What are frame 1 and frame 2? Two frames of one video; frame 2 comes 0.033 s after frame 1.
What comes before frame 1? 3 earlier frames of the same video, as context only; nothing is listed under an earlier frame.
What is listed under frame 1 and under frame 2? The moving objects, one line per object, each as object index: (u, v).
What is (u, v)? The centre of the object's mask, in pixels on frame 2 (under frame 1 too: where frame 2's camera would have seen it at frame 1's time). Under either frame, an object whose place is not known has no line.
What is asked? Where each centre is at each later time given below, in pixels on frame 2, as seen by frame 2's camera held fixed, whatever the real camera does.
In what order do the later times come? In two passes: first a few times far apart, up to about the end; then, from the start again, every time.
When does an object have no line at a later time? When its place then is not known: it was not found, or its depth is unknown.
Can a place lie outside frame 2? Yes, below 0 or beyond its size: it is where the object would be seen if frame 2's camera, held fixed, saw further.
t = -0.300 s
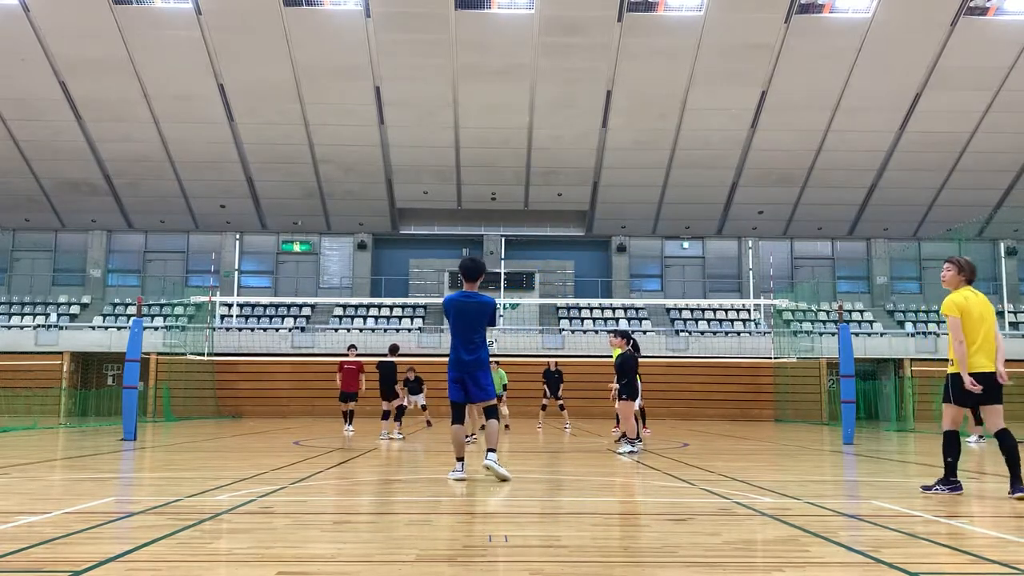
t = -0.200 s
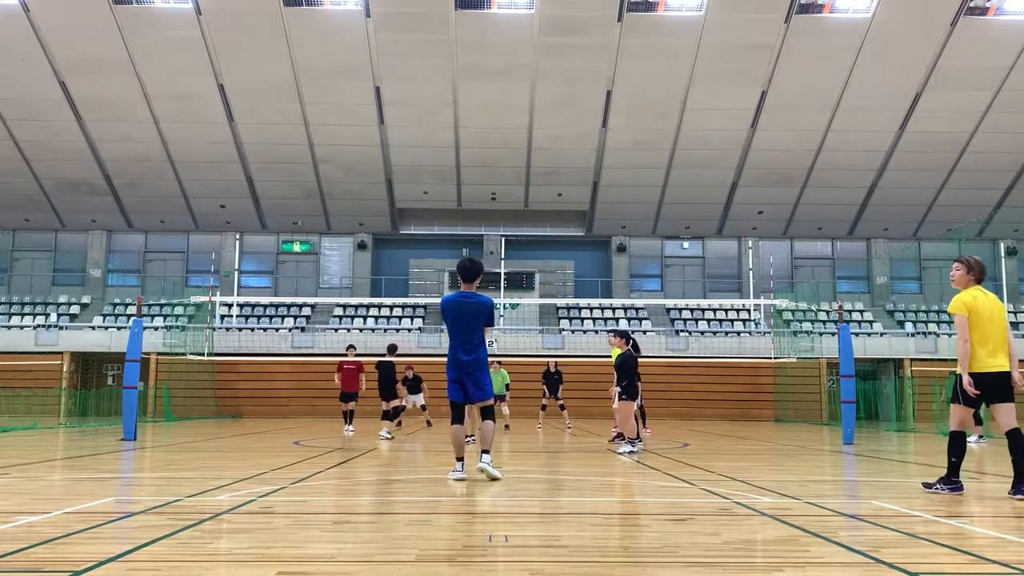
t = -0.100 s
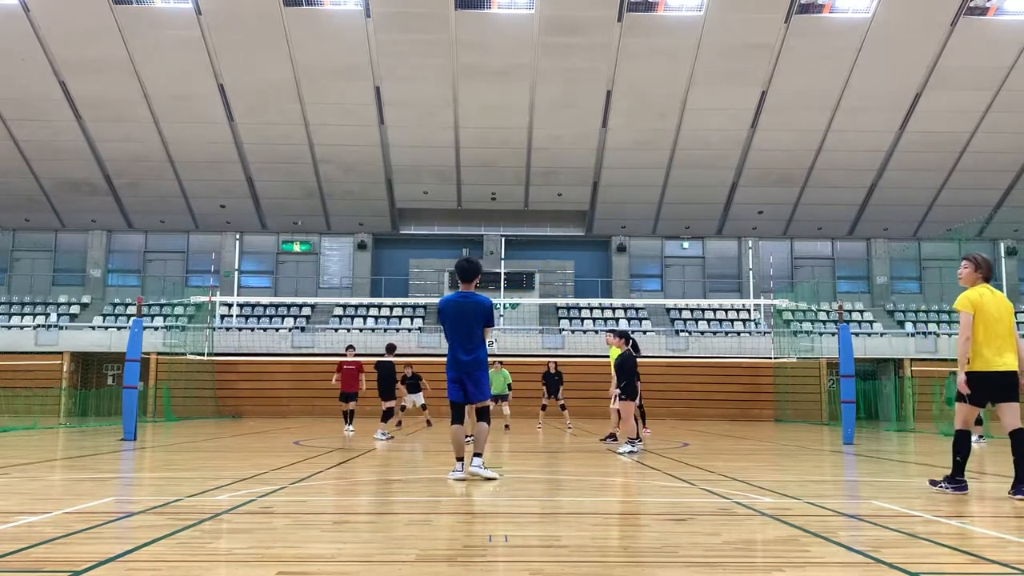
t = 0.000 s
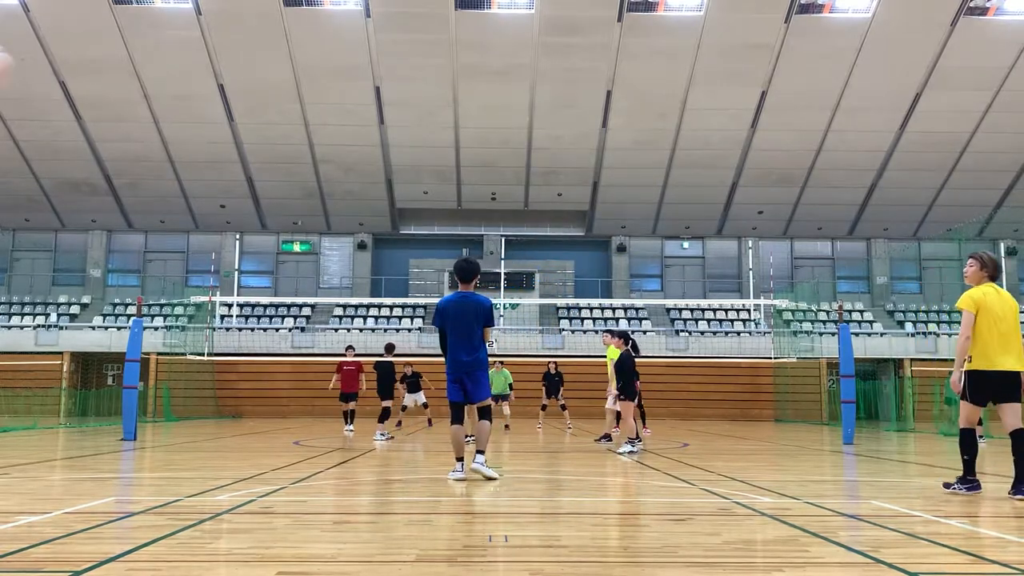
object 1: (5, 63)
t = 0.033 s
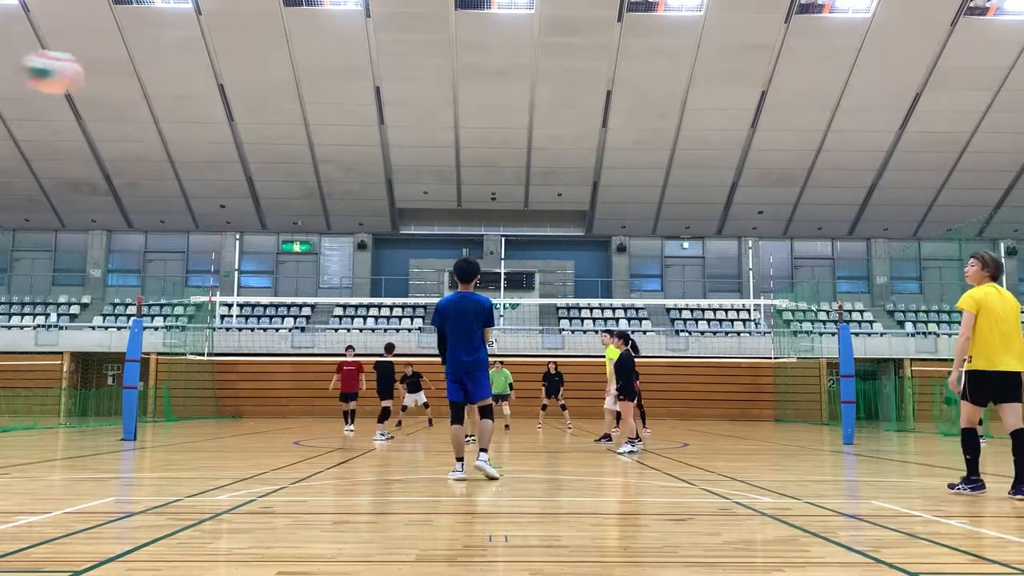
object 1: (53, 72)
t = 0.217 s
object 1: (279, 115)
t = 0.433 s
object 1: (388, 176)
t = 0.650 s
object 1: (439, 240)
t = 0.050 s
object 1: (86, 76)
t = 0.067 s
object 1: (113, 79)
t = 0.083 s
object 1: (138, 83)
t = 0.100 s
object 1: (162, 87)
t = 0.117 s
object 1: (183, 91)
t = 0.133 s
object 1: (201, 95)
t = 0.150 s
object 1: (220, 99)
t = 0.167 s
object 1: (235, 103)
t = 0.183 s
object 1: (251, 107)
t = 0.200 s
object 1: (265, 111)
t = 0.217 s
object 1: (279, 115)
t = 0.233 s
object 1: (291, 120)
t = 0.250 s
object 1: (303, 124)
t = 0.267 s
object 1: (313, 128)
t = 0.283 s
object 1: (322, 132)
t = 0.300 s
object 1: (332, 137)
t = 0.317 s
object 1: (339, 141)
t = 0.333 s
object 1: (347, 146)
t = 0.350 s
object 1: (355, 151)
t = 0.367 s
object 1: (362, 156)
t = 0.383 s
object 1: (369, 161)
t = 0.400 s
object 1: (376, 166)
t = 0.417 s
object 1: (382, 171)
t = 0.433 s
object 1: (388, 176)
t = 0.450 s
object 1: (393, 181)
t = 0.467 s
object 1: (398, 186)
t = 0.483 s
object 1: (402, 191)
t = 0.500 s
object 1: (406, 196)
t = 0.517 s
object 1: (411, 201)
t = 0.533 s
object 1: (415, 206)
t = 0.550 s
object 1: (418, 211)
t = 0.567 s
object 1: (422, 215)
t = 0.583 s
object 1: (426, 220)
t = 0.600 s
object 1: (429, 225)
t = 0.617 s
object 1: (433, 230)
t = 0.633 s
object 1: (436, 235)
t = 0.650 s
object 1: (439, 240)
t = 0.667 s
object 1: (442, 245)
